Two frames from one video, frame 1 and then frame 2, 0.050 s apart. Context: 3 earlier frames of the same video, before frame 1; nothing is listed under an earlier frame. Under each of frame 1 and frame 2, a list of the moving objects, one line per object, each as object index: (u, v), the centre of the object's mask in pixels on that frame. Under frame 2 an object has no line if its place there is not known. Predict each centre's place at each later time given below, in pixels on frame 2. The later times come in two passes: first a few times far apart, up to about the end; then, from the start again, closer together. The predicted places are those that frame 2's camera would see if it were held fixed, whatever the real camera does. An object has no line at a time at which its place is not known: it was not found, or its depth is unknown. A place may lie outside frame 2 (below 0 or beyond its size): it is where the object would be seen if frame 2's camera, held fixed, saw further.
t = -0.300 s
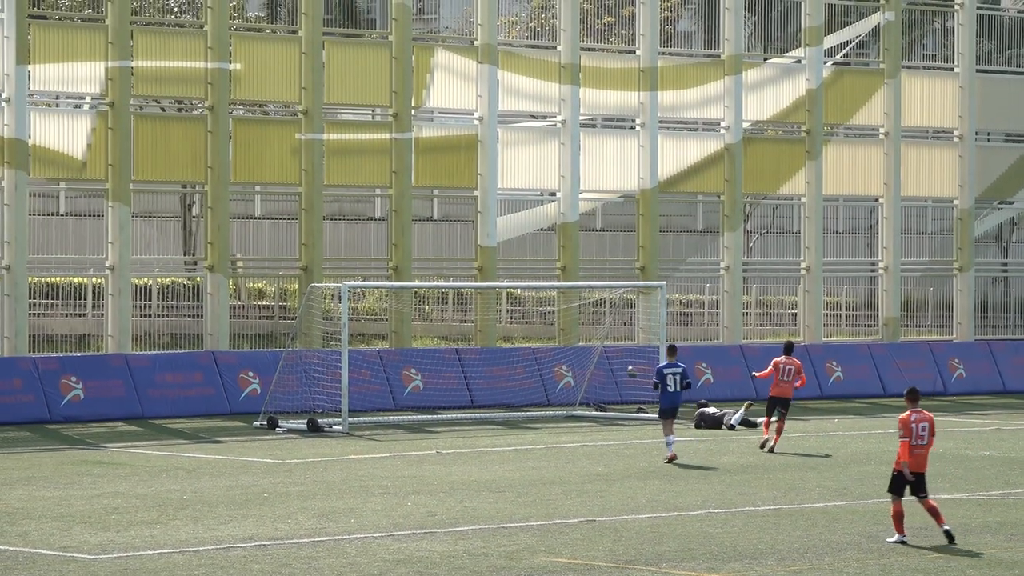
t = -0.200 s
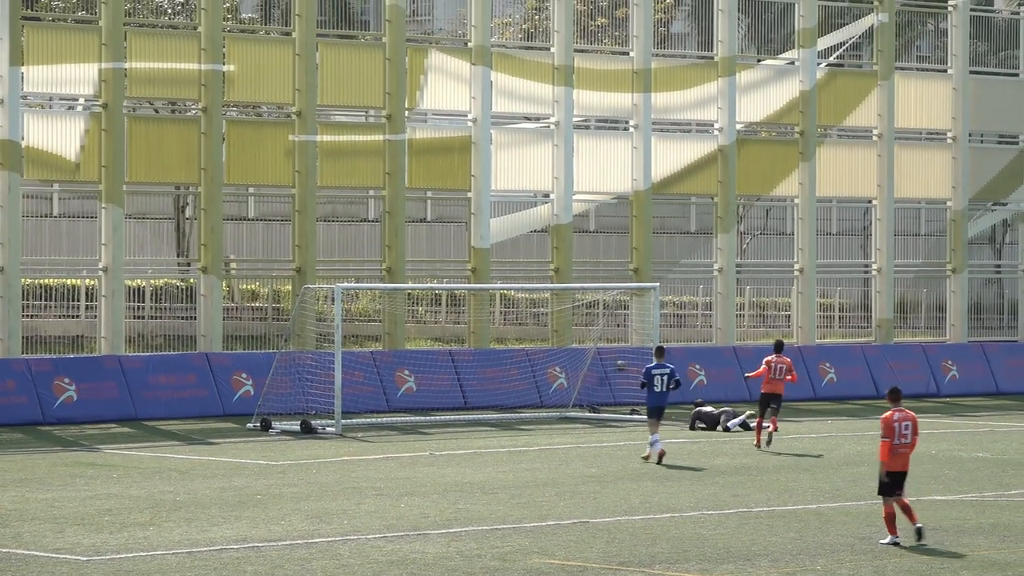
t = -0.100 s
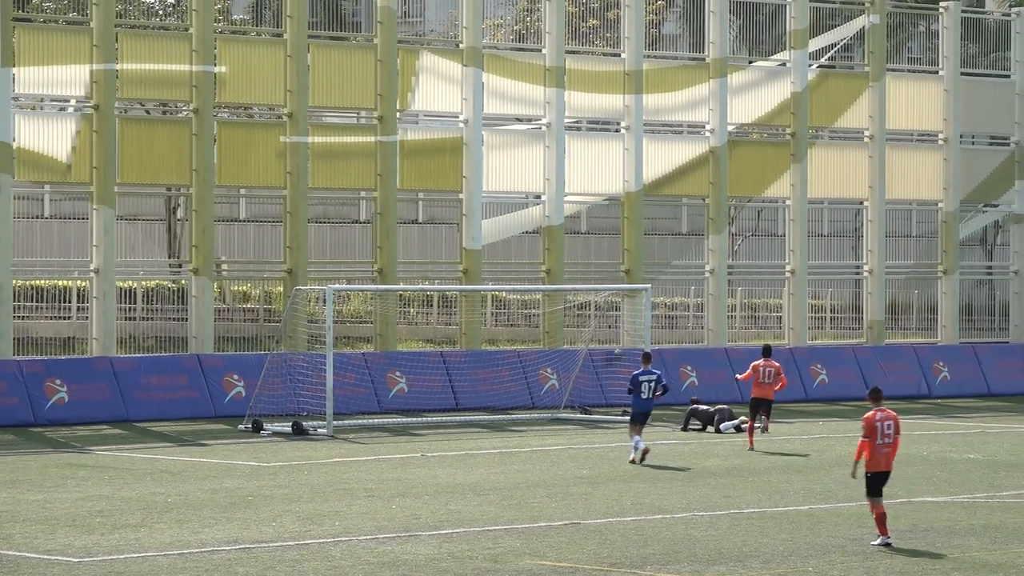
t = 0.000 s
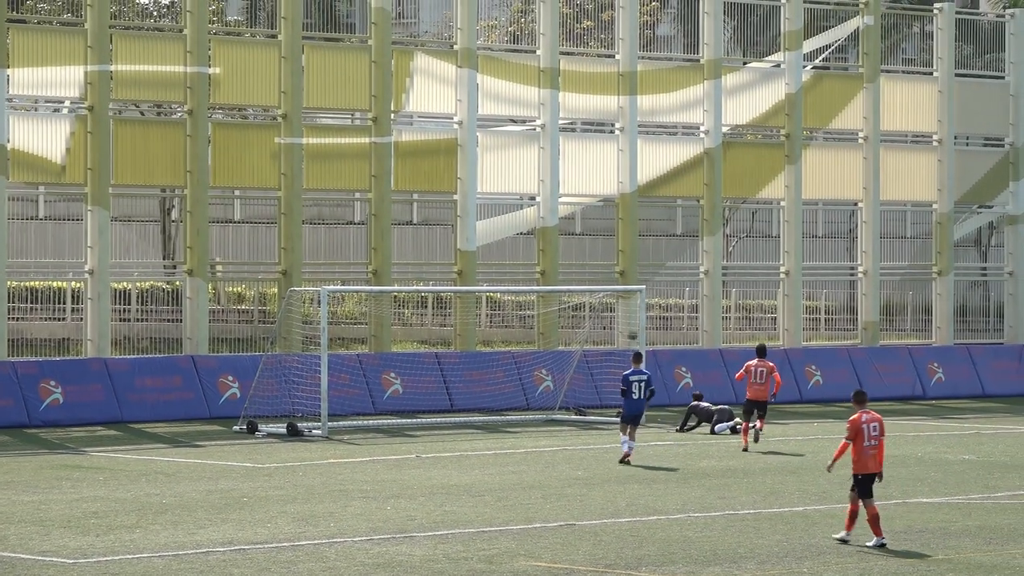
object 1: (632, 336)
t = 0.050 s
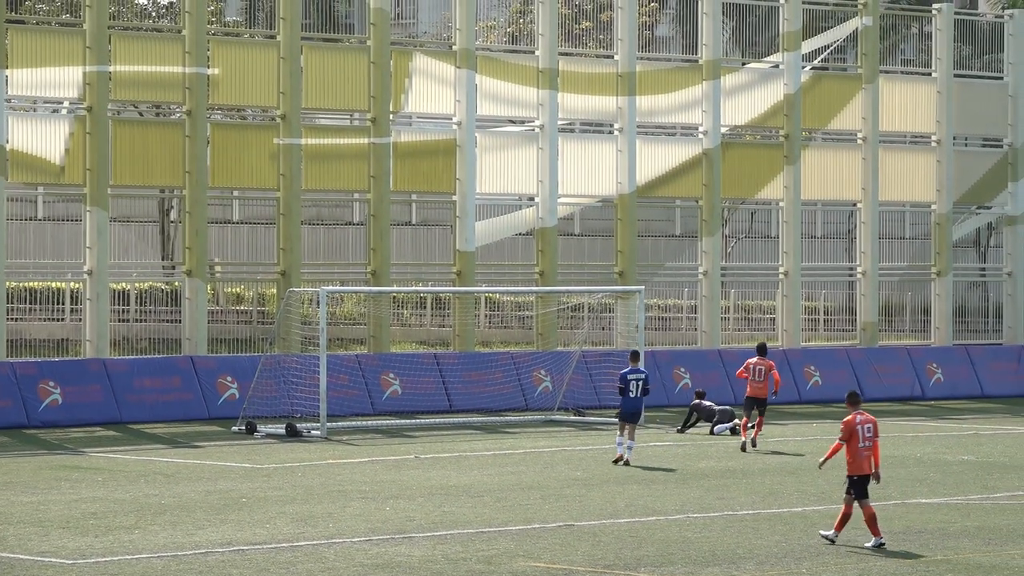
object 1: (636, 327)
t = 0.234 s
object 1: (674, 307)
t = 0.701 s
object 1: (752, 327)
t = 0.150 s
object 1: (658, 315)
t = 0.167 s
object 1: (661, 313)
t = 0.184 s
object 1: (664, 311)
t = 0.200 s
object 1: (667, 309)
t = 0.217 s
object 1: (670, 308)
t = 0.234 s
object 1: (674, 307)
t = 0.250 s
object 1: (677, 307)
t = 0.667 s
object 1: (746, 323)
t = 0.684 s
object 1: (749, 326)
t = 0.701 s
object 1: (752, 327)
